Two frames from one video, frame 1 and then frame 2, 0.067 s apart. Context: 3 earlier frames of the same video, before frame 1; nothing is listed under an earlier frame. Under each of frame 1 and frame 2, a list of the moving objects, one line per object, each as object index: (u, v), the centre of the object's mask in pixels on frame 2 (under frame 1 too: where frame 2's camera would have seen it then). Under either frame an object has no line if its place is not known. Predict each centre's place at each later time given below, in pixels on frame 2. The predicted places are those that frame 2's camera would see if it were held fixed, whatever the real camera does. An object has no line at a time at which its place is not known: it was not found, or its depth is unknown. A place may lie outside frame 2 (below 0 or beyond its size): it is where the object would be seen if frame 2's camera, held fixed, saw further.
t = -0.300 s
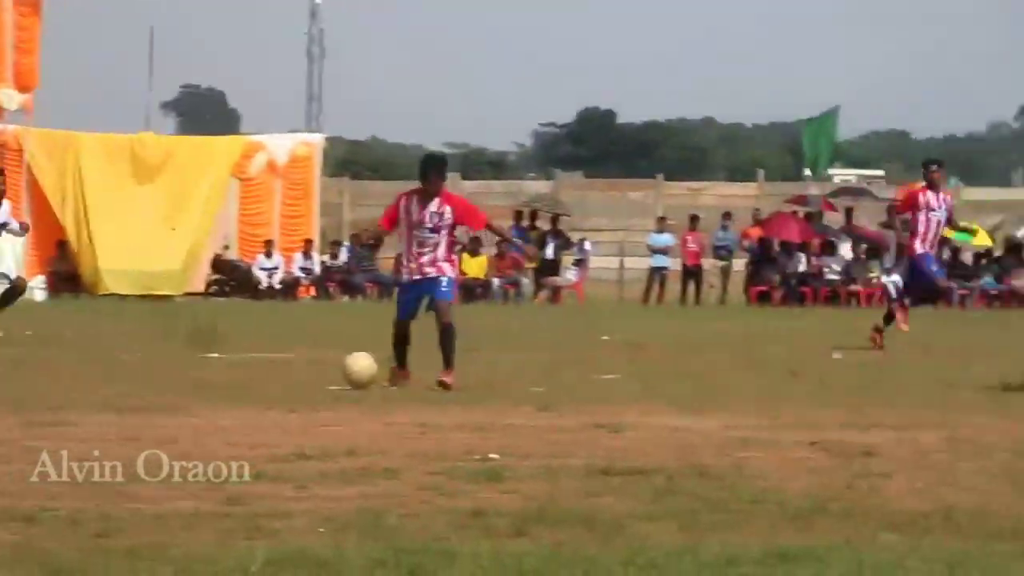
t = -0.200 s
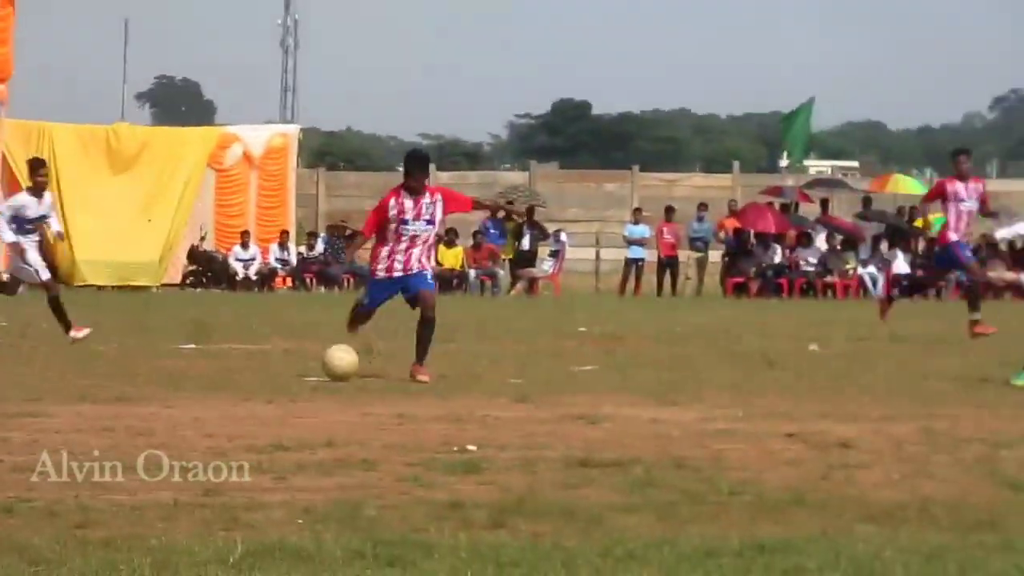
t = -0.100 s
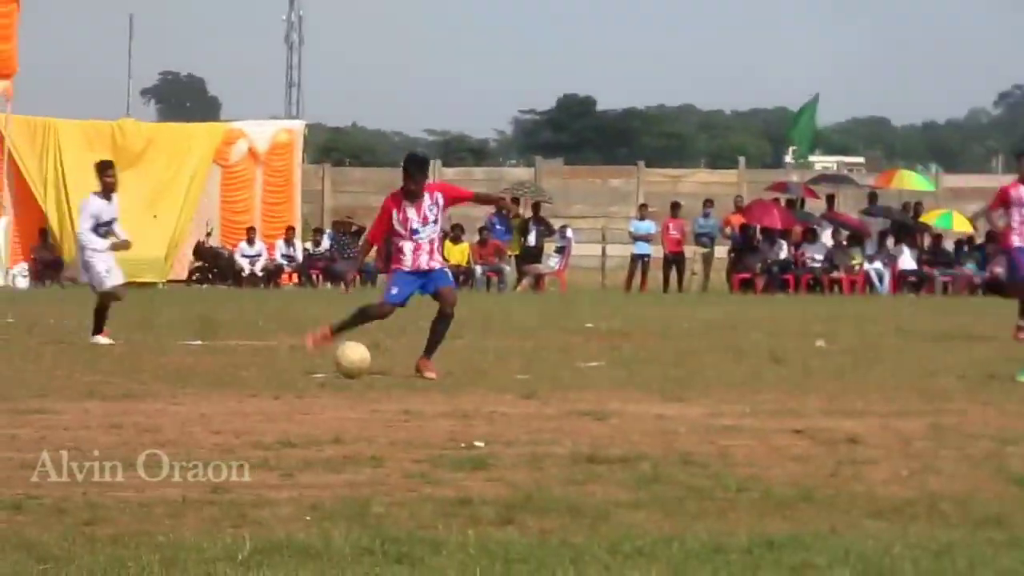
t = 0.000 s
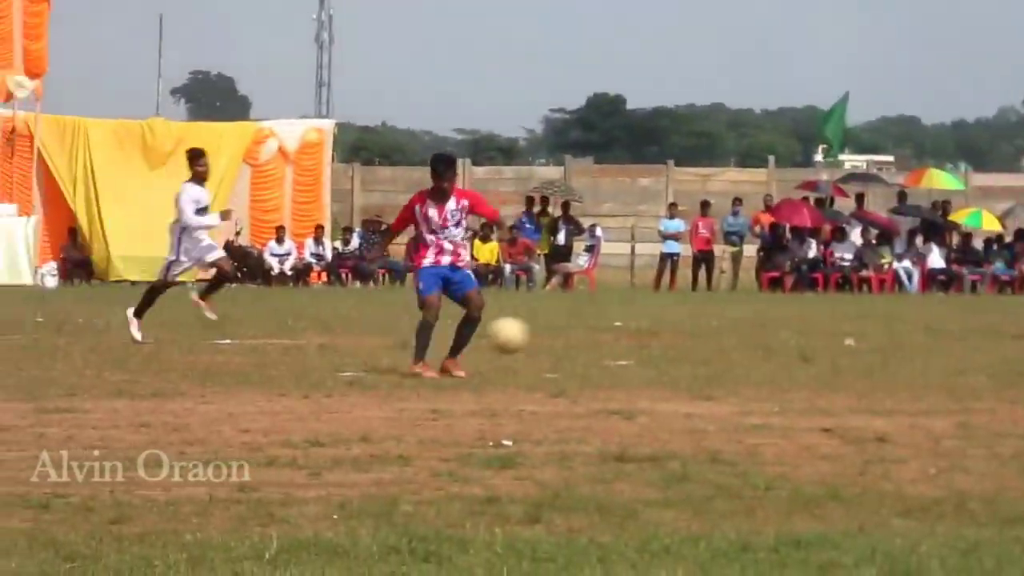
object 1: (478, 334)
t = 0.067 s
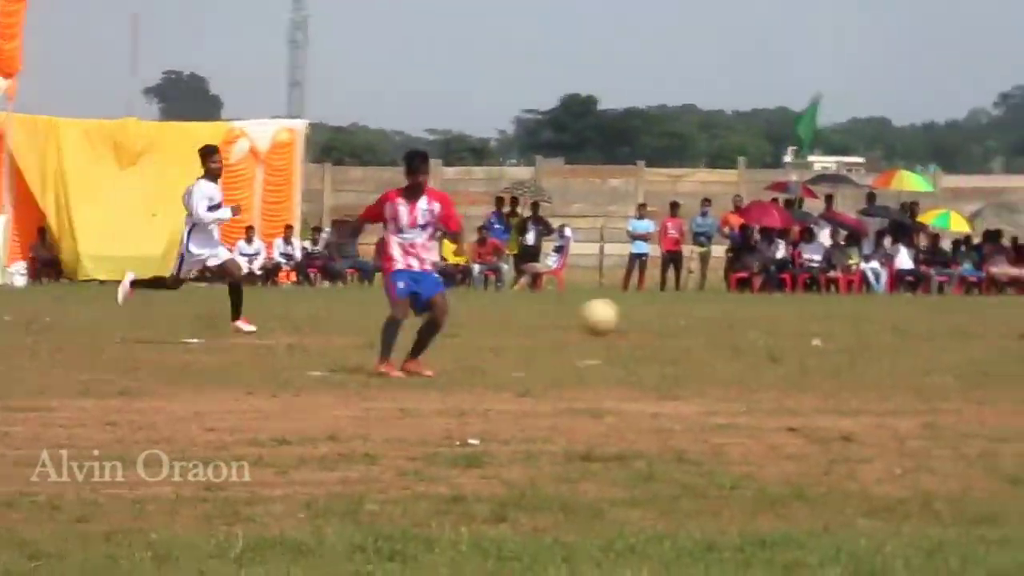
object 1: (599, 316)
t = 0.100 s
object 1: (661, 311)
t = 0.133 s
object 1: (728, 304)
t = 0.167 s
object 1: (793, 298)
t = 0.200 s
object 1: (857, 292)
